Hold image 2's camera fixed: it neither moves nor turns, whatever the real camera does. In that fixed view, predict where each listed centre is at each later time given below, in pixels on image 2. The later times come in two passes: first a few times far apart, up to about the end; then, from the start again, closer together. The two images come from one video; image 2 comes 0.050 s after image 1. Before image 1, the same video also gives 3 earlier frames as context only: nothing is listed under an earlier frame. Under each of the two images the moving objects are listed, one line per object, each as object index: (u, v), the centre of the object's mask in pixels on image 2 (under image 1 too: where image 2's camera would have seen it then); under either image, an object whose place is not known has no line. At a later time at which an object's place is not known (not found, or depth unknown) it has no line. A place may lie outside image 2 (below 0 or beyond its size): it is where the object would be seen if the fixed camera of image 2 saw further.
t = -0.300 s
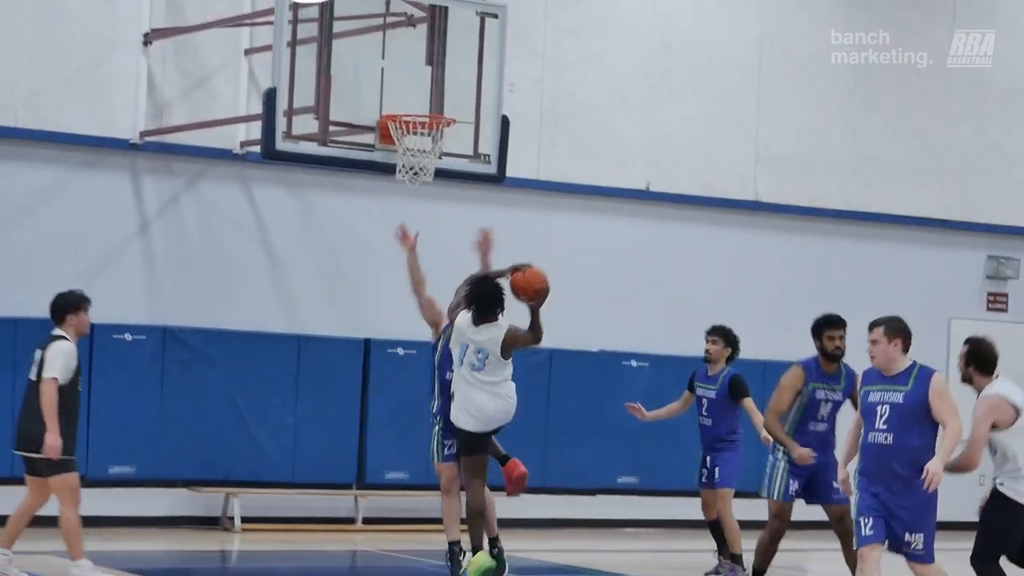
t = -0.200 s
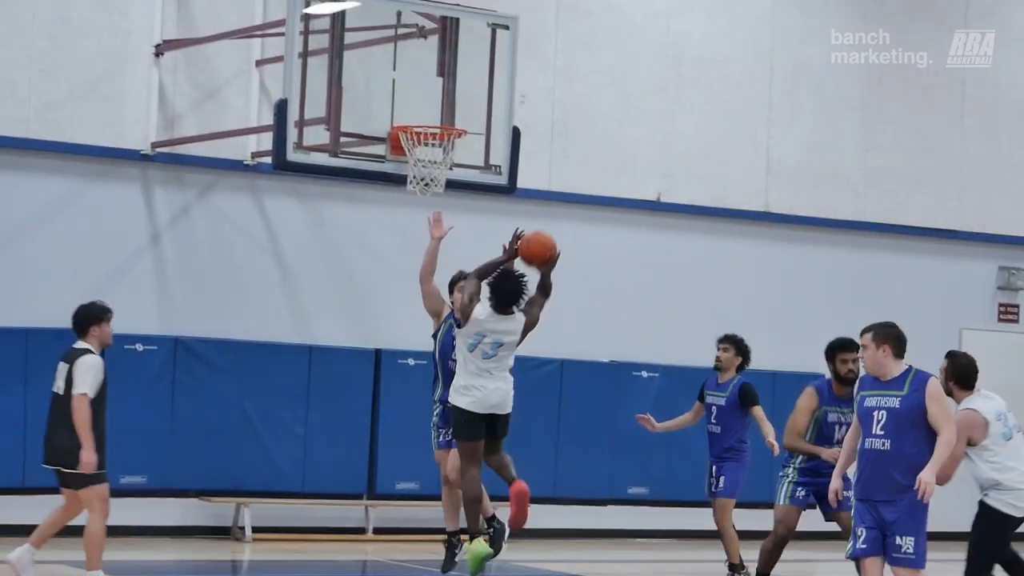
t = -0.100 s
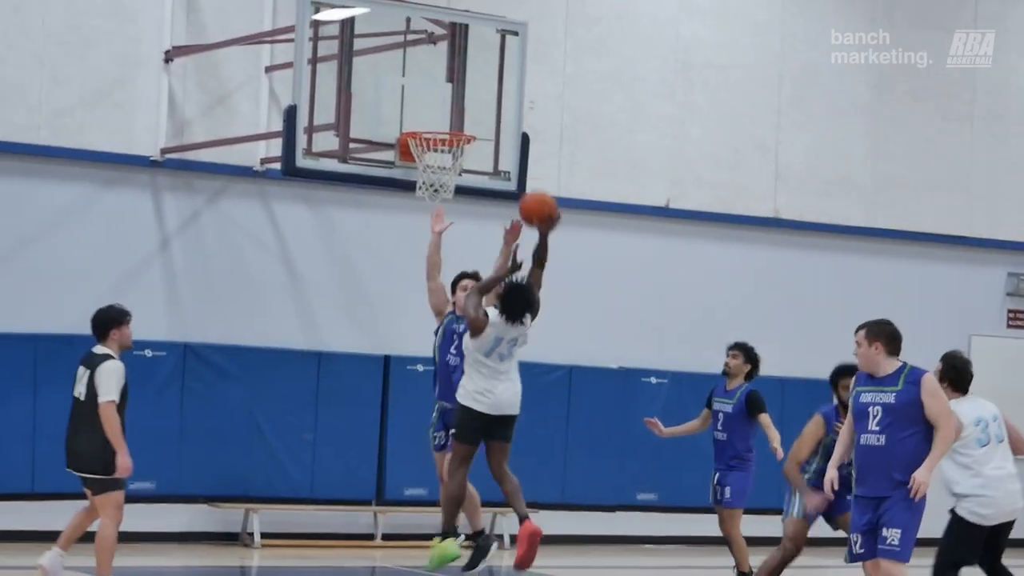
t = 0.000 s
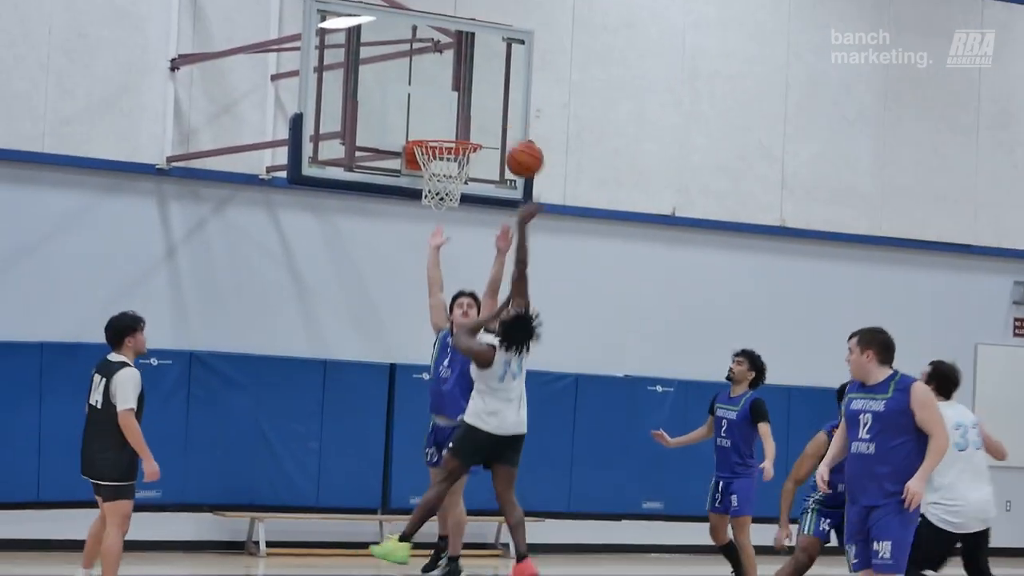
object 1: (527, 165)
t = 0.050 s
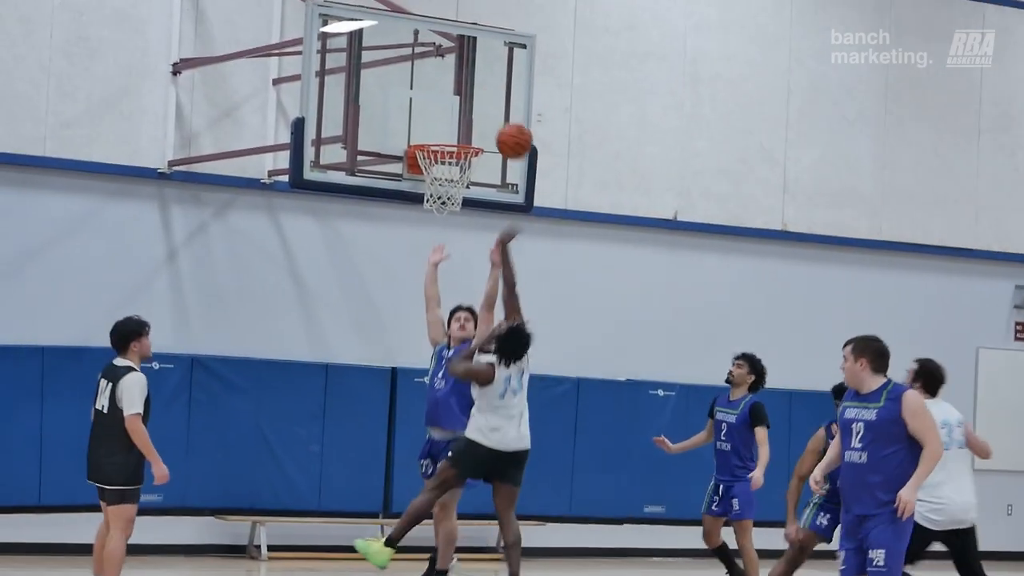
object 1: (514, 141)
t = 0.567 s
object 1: (454, 129)
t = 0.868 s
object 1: (434, 129)
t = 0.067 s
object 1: (510, 133)
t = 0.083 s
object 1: (506, 127)
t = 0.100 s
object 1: (502, 121)
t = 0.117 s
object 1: (498, 116)
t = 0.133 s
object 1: (494, 111)
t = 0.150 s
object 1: (490, 107)
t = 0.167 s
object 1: (486, 103)
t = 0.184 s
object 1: (482, 99)
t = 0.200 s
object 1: (477, 96)
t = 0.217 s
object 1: (473, 93)
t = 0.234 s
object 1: (470, 91)
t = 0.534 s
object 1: (446, 119)
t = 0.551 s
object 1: (449, 125)
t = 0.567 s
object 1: (454, 129)
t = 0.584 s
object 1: (457, 134)
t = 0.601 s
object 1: (457, 133)
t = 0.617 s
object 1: (454, 131)
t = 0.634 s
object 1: (452, 129)
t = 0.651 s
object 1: (450, 128)
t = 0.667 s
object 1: (448, 126)
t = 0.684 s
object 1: (446, 124)
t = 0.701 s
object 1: (444, 123)
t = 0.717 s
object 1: (442, 123)
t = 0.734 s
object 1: (440, 123)
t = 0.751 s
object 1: (438, 122)
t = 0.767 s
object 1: (436, 123)
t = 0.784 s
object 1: (434, 124)
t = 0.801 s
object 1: (432, 125)
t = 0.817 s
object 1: (430, 126)
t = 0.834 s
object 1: (430, 127)
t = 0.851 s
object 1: (432, 128)
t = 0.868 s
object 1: (434, 129)
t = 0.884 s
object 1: (435, 130)
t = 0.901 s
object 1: (437, 130)
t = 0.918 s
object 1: (438, 131)
